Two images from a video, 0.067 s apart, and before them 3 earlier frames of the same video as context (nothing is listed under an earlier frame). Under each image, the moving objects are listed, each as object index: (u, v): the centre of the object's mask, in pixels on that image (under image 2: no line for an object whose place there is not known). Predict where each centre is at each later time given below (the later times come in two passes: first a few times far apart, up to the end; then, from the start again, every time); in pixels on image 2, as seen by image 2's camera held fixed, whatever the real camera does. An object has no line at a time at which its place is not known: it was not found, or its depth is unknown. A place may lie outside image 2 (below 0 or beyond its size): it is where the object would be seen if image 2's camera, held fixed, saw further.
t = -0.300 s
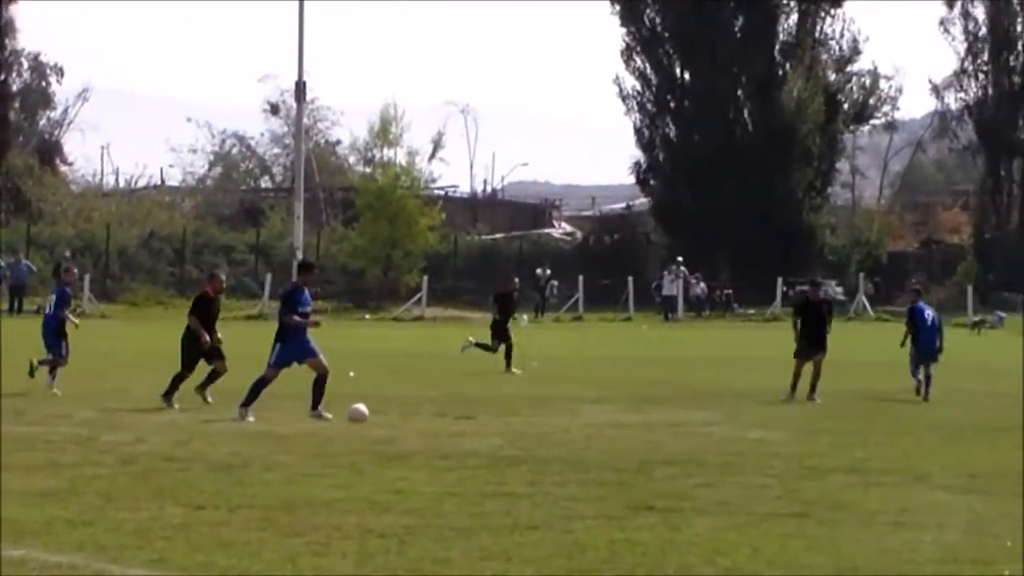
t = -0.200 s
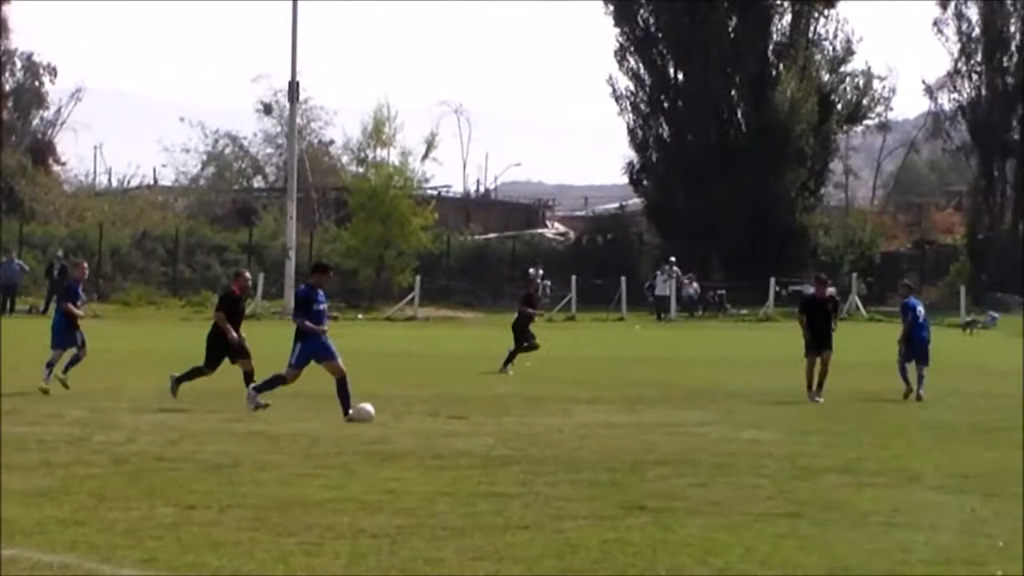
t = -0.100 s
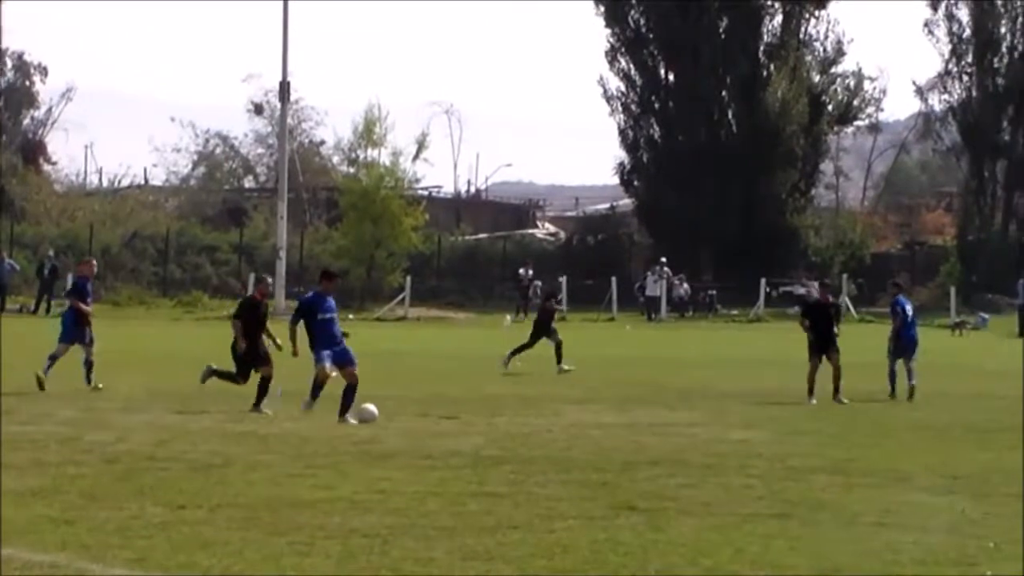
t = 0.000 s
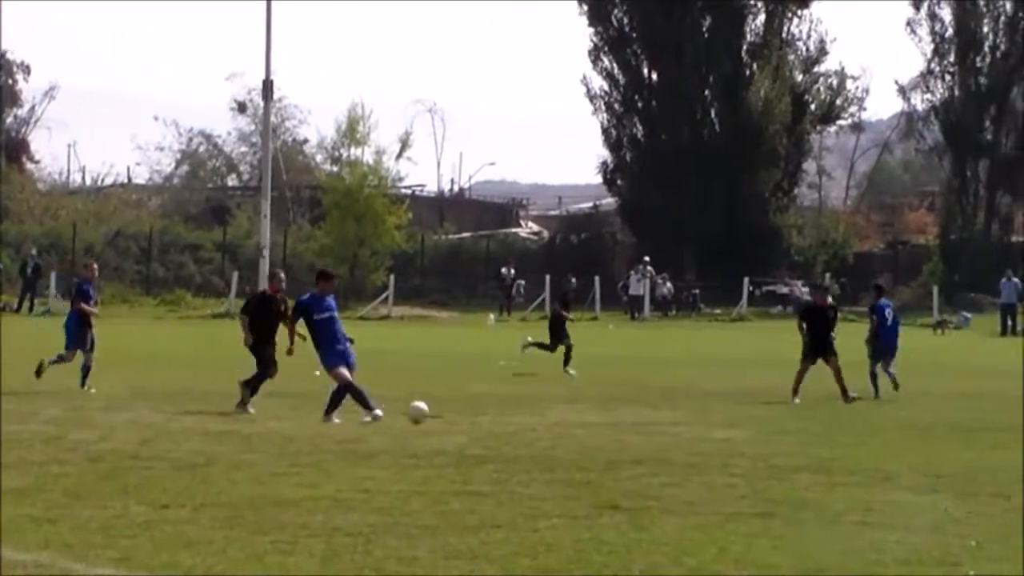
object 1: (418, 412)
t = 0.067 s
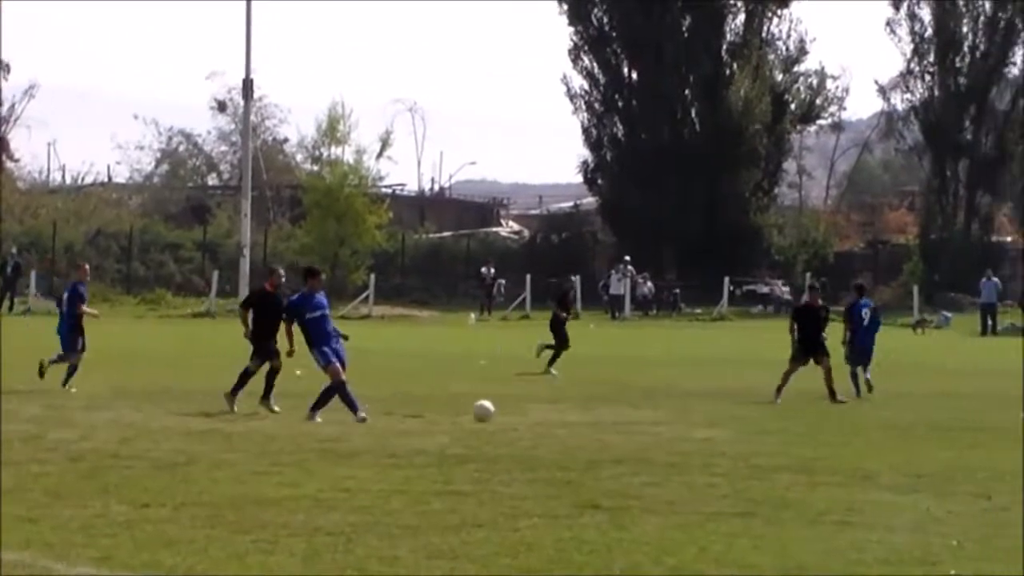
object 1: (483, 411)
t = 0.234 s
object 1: (697, 430)
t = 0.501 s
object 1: (1024, 433)
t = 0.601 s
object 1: (1160, 453)
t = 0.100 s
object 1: (525, 412)
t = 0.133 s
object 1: (568, 415)
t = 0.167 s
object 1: (611, 418)
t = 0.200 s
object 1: (653, 423)
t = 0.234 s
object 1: (697, 430)
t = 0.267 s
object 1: (740, 434)
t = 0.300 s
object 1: (778, 431)
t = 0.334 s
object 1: (817, 428)
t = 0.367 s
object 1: (858, 427)
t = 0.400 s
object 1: (898, 426)
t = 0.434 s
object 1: (940, 427)
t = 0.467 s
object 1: (981, 430)
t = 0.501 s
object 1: (1024, 433)
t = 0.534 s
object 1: (1068, 437)
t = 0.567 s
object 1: (1113, 444)
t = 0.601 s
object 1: (1160, 453)
